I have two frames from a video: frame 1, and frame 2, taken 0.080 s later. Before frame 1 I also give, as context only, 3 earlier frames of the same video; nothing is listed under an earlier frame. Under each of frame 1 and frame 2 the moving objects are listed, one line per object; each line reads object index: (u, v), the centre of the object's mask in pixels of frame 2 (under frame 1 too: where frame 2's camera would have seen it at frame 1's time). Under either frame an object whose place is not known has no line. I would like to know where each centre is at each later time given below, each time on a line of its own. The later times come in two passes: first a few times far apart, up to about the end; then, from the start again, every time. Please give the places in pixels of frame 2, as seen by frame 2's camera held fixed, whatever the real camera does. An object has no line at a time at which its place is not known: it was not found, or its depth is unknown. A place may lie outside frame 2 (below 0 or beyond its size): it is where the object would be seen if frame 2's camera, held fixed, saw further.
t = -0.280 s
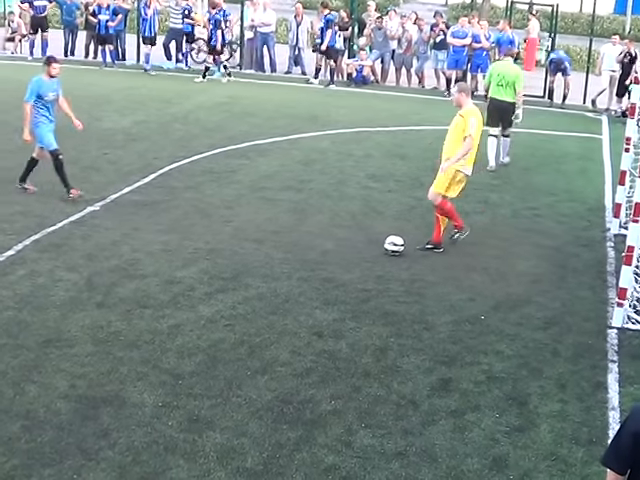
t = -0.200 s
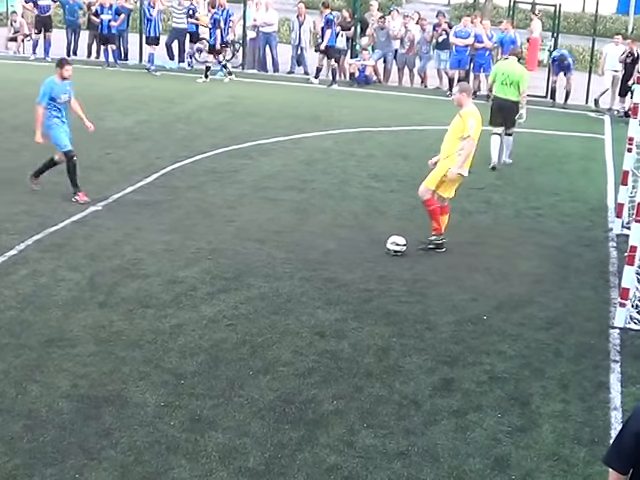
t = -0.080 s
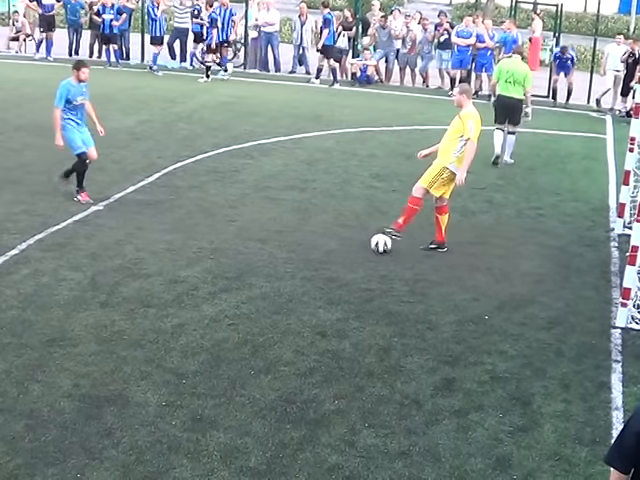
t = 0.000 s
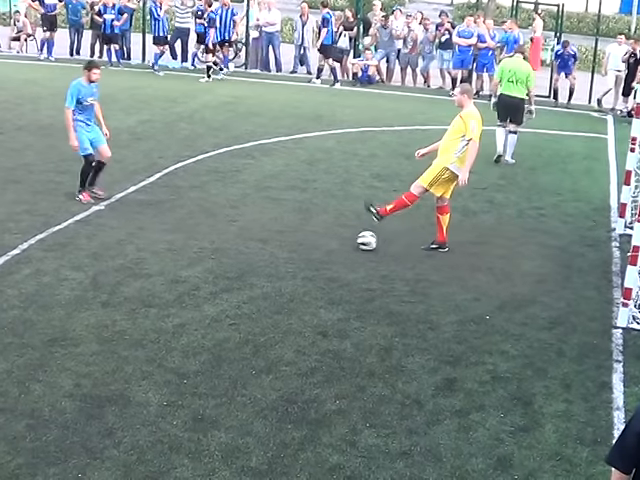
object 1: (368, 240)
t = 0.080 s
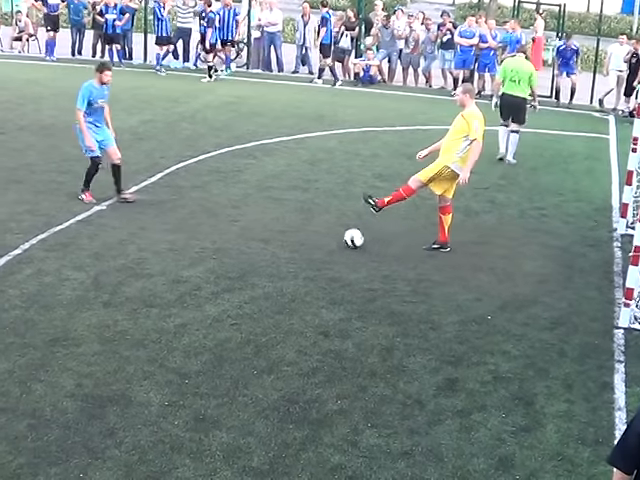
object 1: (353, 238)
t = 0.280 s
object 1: (316, 232)
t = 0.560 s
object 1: (269, 225)
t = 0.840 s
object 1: (227, 219)
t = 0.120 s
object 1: (346, 236)
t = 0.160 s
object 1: (338, 236)
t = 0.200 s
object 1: (331, 235)
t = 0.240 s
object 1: (323, 233)
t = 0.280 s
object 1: (316, 232)
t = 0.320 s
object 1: (310, 231)
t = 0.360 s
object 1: (303, 230)
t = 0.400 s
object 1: (297, 229)
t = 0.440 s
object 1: (289, 228)
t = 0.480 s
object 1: (282, 227)
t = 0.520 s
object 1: (276, 226)
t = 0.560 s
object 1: (269, 225)
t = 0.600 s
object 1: (264, 225)
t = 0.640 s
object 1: (258, 223)
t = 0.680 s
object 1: (251, 223)
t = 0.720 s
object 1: (245, 221)
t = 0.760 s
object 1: (239, 220)
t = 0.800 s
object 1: (233, 220)
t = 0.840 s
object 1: (227, 219)
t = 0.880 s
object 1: (221, 218)
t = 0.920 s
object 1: (216, 217)
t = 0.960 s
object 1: (211, 216)
